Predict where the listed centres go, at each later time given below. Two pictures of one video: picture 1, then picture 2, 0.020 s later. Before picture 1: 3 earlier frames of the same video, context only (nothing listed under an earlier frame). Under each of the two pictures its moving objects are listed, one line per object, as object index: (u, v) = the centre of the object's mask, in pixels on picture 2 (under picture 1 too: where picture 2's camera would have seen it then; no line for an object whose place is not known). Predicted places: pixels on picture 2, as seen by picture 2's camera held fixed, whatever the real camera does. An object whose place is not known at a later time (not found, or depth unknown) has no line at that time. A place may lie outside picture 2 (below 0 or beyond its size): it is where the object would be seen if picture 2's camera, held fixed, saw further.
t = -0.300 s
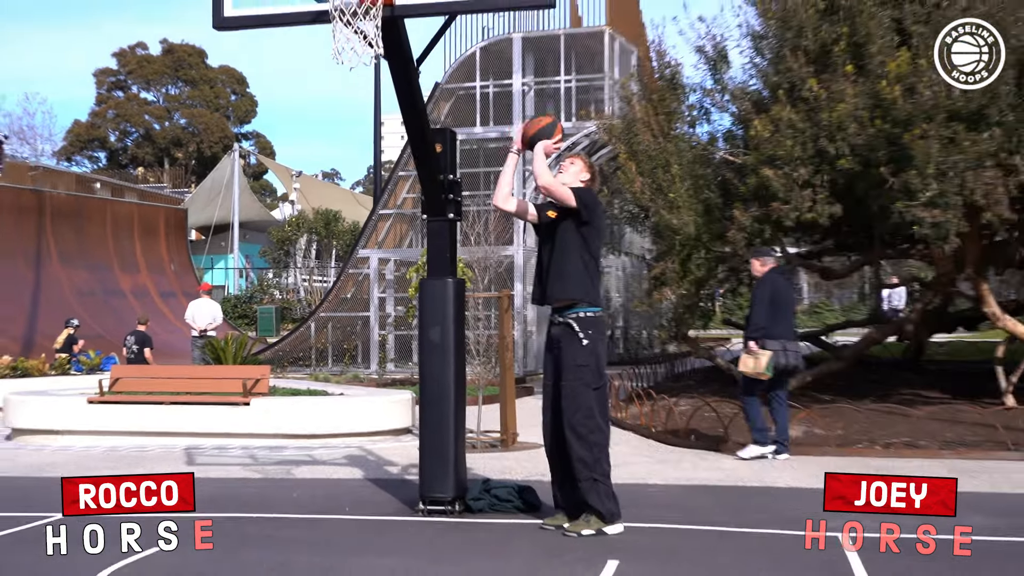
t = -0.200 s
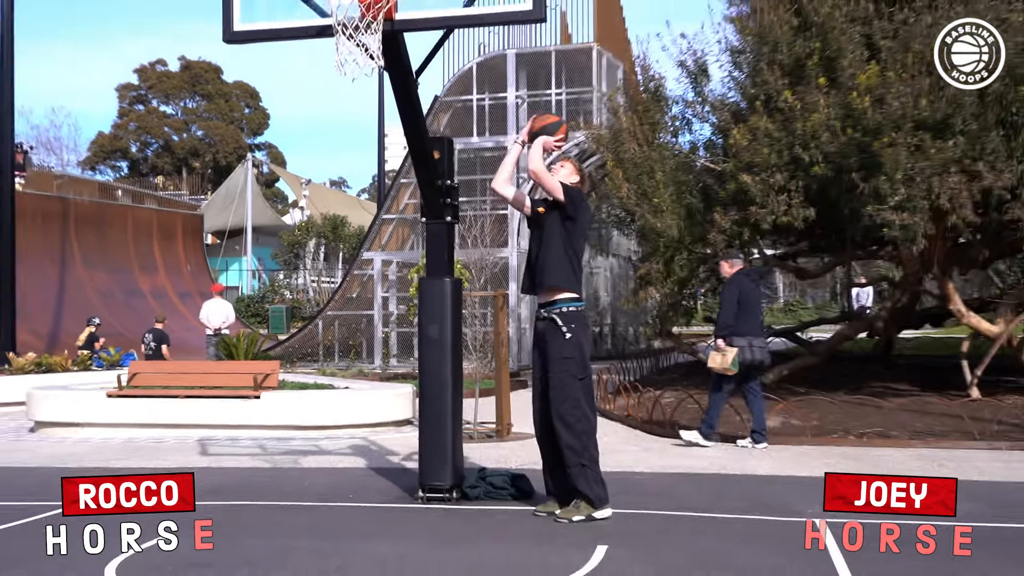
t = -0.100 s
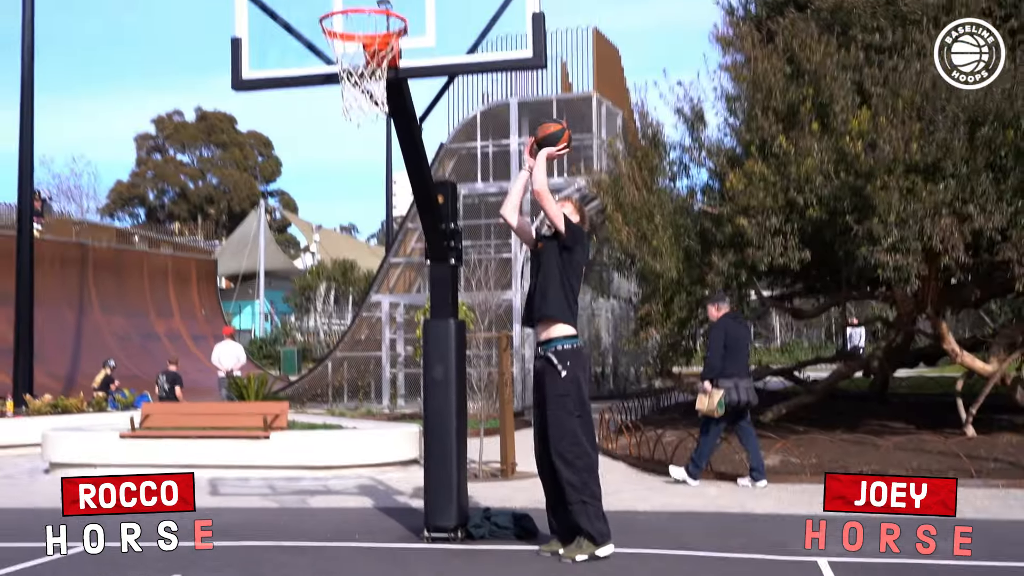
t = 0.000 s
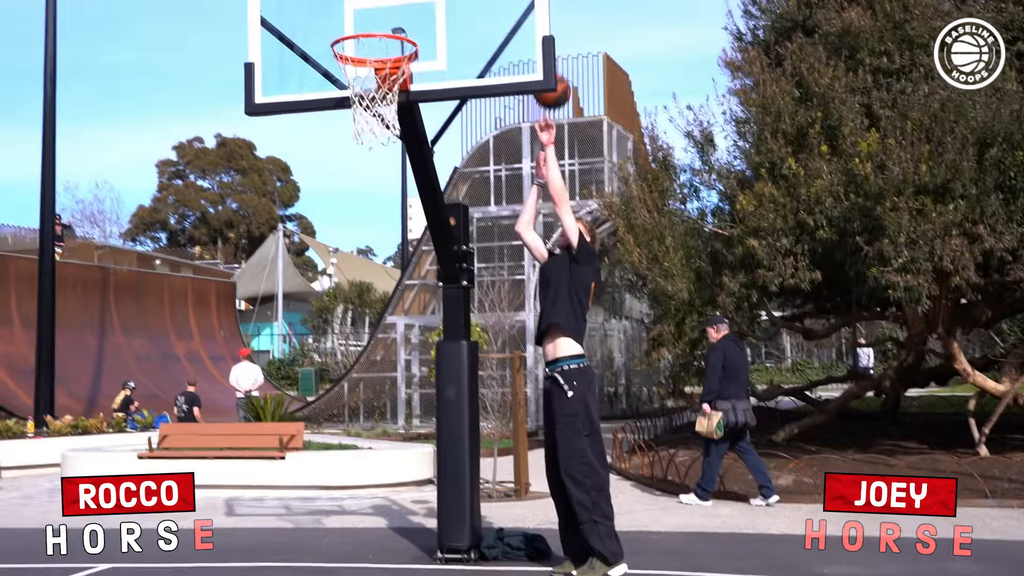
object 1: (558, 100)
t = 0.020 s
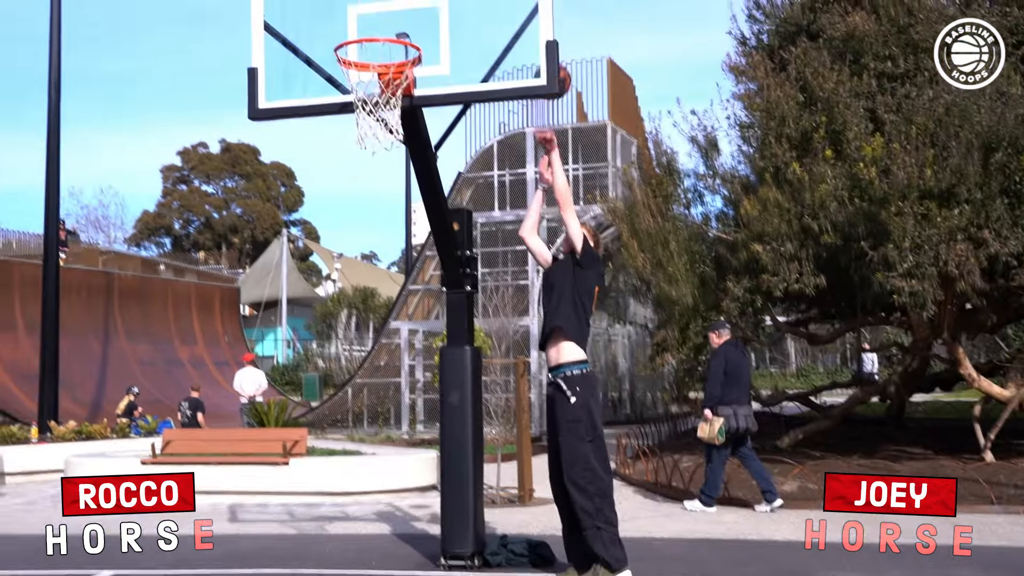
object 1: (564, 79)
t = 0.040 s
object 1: (536, 63)
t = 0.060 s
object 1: (535, 49)
